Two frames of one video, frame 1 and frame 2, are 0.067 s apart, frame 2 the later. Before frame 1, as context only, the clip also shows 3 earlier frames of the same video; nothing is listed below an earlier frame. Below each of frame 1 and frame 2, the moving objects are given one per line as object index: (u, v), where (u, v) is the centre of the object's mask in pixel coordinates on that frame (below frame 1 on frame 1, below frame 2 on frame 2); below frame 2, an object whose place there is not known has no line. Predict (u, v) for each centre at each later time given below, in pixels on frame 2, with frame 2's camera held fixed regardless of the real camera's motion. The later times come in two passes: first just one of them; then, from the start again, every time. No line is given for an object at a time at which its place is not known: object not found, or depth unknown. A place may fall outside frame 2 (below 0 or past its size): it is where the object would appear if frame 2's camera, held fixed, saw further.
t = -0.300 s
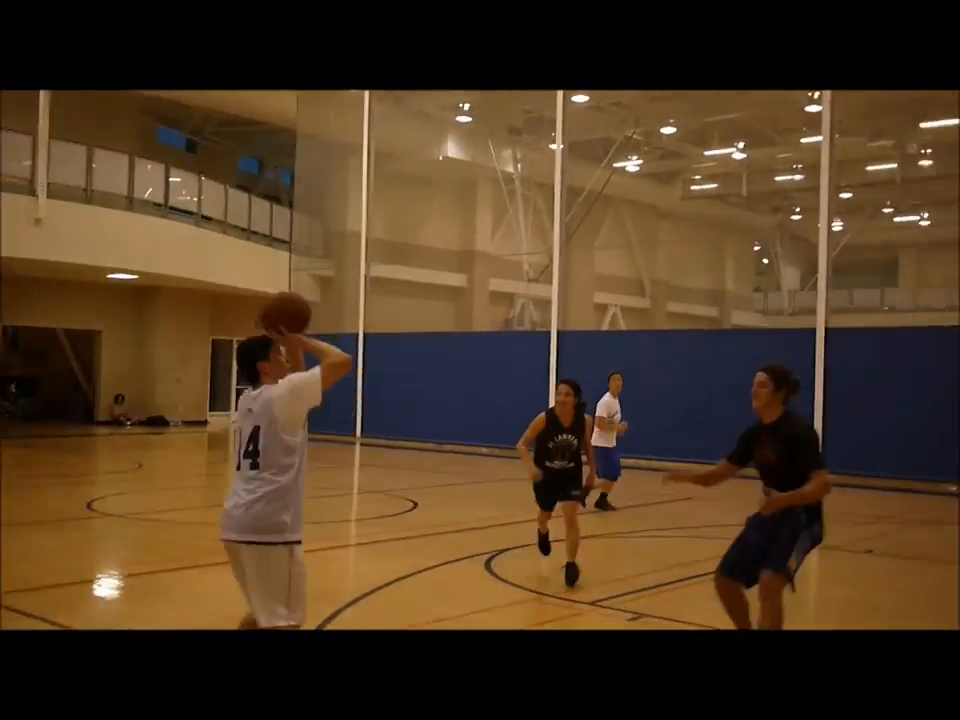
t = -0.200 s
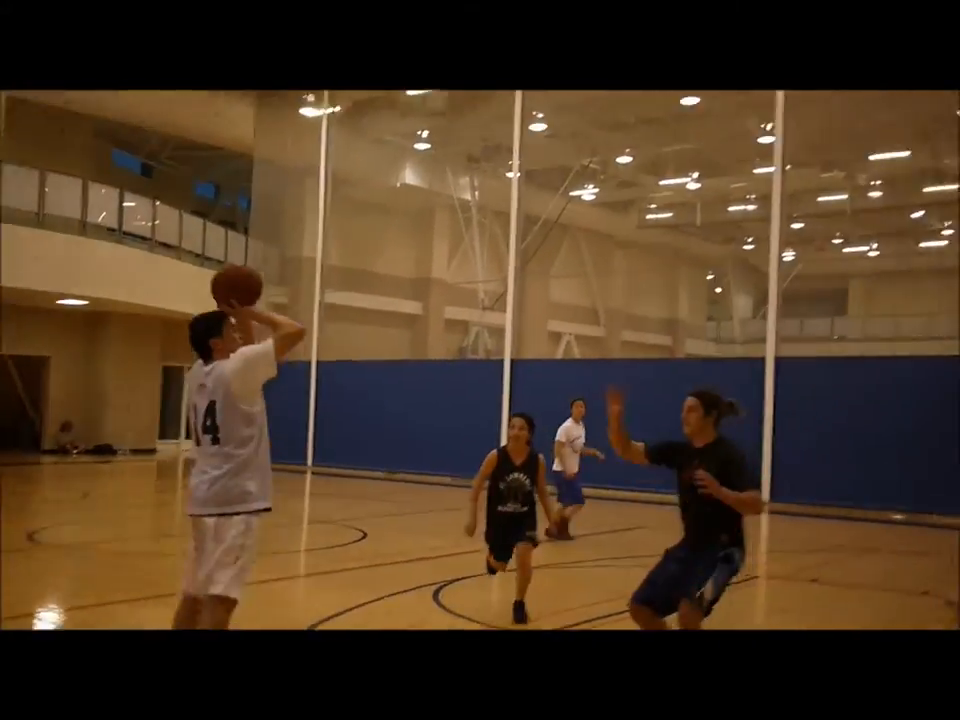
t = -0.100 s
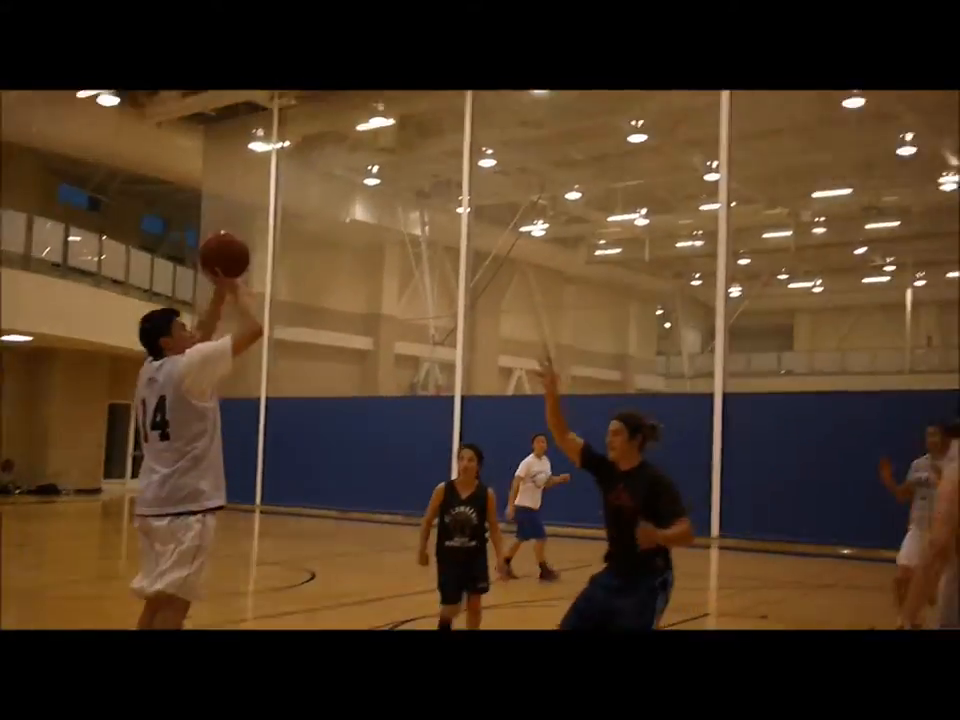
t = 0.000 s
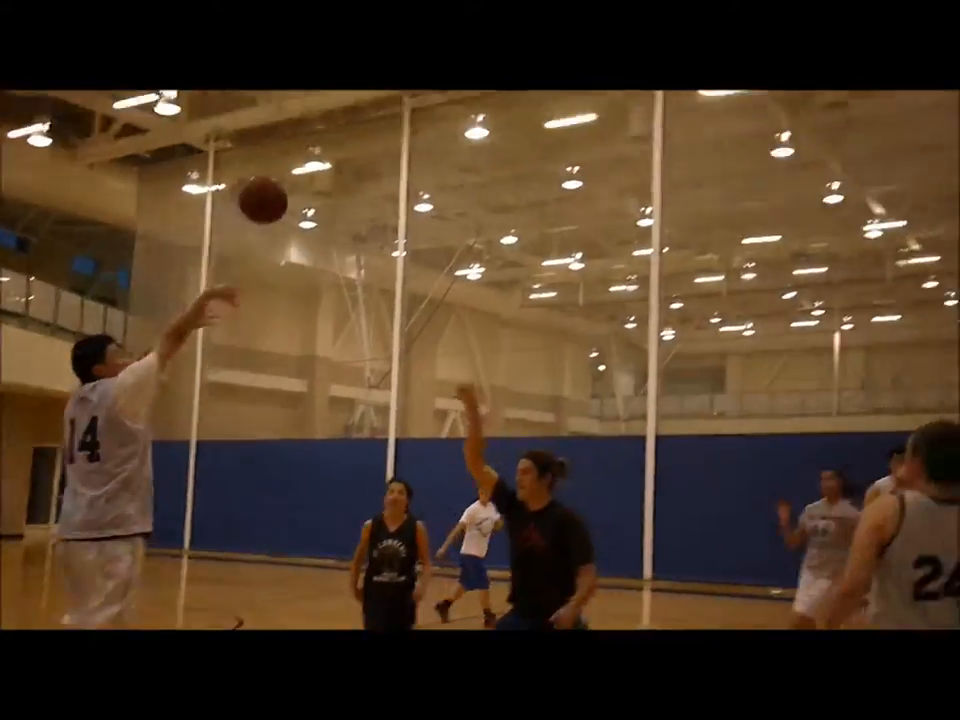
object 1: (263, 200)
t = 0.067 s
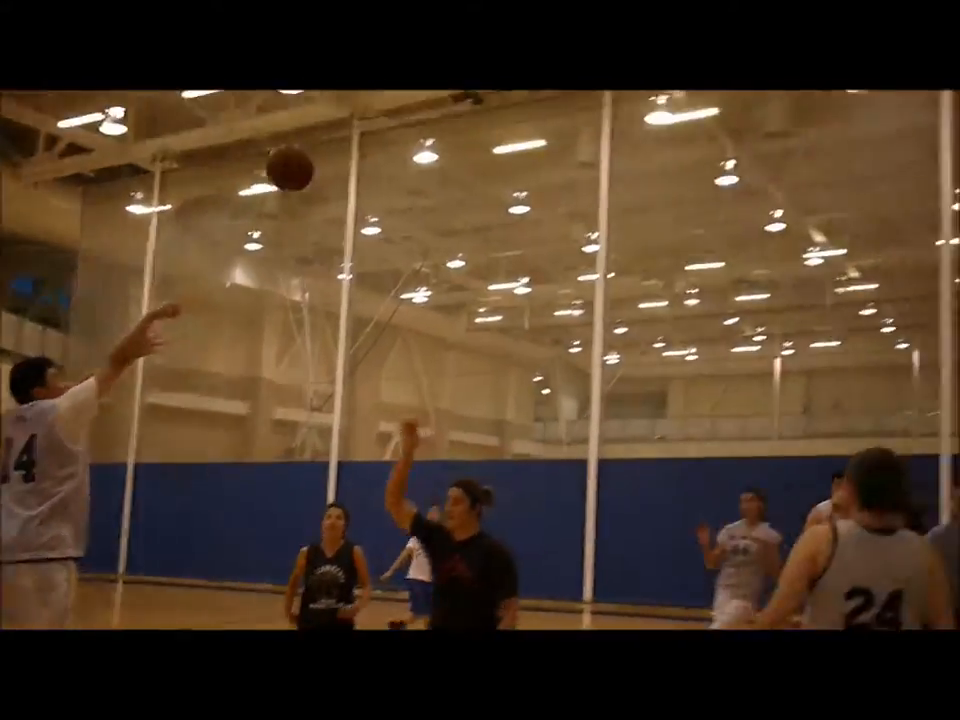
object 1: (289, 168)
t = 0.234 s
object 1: (474, 79)
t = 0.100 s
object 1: (328, 149)
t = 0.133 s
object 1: (369, 125)
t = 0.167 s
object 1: (405, 107)
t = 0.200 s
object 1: (443, 90)
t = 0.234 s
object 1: (474, 79)
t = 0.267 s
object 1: (505, 65)
